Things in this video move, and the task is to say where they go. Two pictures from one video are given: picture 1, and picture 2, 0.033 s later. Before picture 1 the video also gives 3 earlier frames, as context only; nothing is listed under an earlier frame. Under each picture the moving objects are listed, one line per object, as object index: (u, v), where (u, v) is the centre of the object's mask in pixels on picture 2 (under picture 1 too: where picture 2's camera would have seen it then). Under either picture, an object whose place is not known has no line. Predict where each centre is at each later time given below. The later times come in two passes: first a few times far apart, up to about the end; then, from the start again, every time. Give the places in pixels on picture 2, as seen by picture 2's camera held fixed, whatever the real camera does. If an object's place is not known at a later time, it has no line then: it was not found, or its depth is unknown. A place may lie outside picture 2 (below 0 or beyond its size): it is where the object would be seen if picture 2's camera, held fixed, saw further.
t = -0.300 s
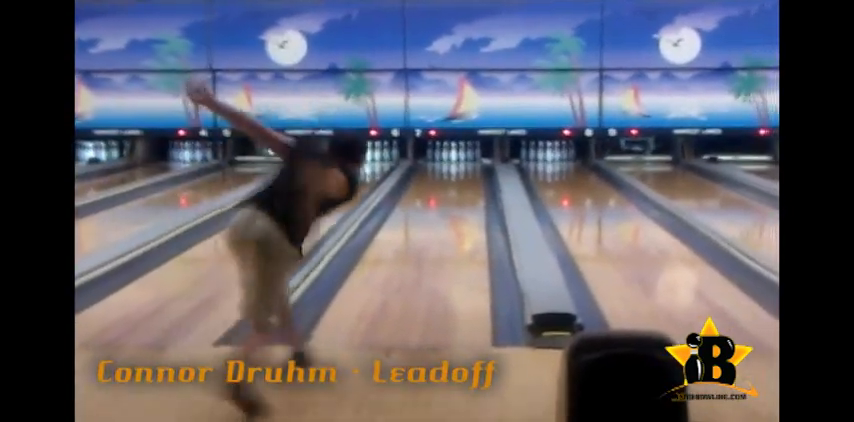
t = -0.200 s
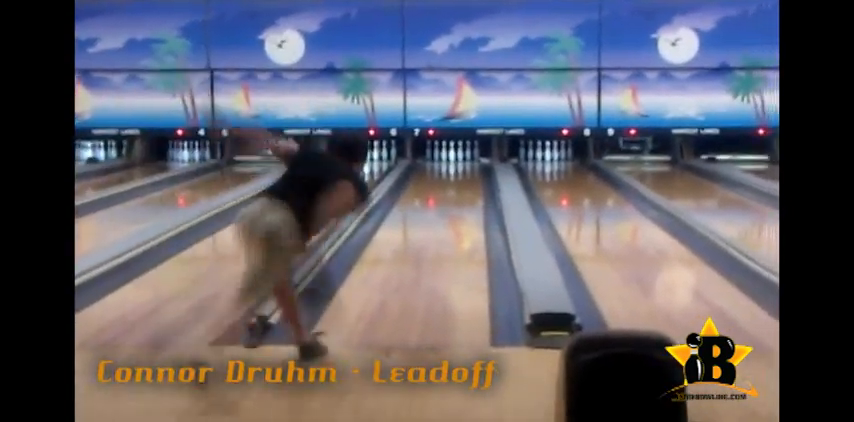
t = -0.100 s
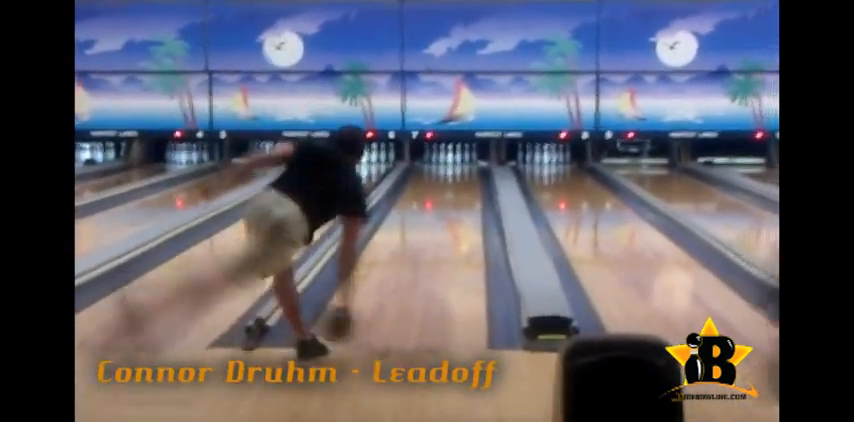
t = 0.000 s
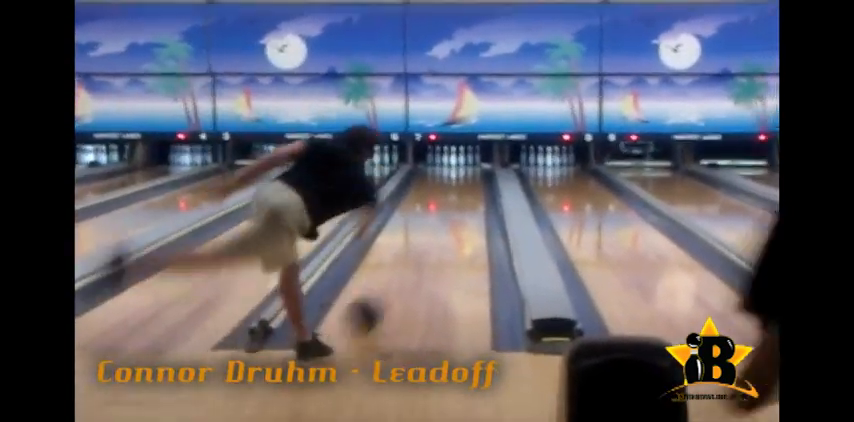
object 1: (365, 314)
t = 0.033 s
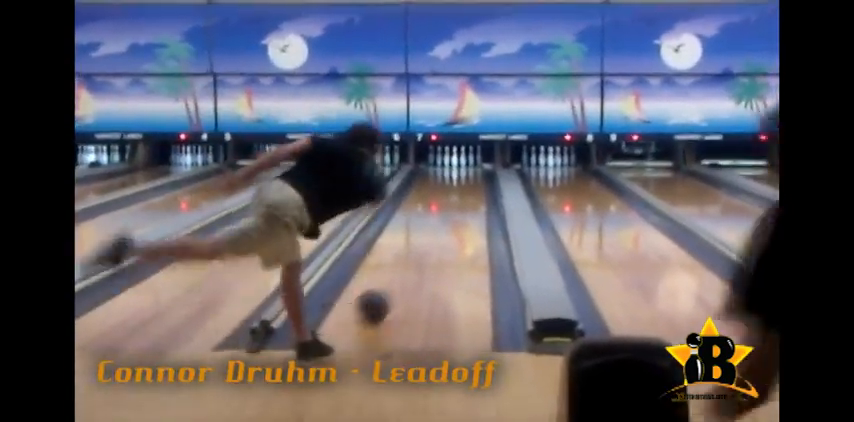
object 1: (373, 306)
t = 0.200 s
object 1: (399, 275)
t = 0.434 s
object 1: (423, 246)
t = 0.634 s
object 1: (439, 227)
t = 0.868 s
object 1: (452, 209)
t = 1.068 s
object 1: (458, 199)
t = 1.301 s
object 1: (464, 190)
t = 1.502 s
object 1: (468, 180)
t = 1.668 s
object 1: (470, 176)
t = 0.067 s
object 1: (379, 299)
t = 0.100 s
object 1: (382, 295)
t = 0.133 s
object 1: (388, 287)
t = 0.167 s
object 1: (394, 282)
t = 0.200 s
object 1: (399, 275)
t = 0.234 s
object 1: (403, 269)
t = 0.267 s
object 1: (407, 265)
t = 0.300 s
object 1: (409, 262)
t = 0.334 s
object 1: (413, 258)
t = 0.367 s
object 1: (416, 254)
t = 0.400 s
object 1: (419, 250)
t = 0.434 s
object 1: (423, 246)
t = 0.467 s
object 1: (425, 243)
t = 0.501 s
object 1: (429, 239)
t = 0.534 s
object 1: (433, 235)
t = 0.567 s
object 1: (434, 232)
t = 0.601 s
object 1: (437, 229)
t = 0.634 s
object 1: (439, 227)
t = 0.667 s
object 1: (440, 225)
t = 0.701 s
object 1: (443, 221)
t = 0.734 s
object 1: (447, 218)
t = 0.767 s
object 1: (449, 216)
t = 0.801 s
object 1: (449, 214)
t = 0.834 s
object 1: (451, 211)
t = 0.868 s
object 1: (452, 209)
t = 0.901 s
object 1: (452, 207)
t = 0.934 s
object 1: (454, 206)
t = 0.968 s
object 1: (455, 205)
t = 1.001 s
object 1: (456, 203)
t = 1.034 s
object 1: (457, 202)
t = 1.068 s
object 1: (458, 199)
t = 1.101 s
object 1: (460, 197)
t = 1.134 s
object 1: (461, 196)
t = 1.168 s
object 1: (462, 194)
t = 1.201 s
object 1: (463, 192)
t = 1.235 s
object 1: (463, 191)
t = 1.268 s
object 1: (463, 191)
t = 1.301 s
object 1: (464, 190)
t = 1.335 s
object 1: (465, 188)
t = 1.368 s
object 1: (466, 186)
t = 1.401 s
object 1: (466, 185)
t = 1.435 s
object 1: (466, 183)
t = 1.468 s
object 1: (466, 181)
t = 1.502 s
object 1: (468, 180)
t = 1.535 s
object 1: (470, 178)
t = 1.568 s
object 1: (469, 178)
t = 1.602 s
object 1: (467, 177)
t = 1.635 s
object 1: (469, 177)
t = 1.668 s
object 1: (470, 176)
